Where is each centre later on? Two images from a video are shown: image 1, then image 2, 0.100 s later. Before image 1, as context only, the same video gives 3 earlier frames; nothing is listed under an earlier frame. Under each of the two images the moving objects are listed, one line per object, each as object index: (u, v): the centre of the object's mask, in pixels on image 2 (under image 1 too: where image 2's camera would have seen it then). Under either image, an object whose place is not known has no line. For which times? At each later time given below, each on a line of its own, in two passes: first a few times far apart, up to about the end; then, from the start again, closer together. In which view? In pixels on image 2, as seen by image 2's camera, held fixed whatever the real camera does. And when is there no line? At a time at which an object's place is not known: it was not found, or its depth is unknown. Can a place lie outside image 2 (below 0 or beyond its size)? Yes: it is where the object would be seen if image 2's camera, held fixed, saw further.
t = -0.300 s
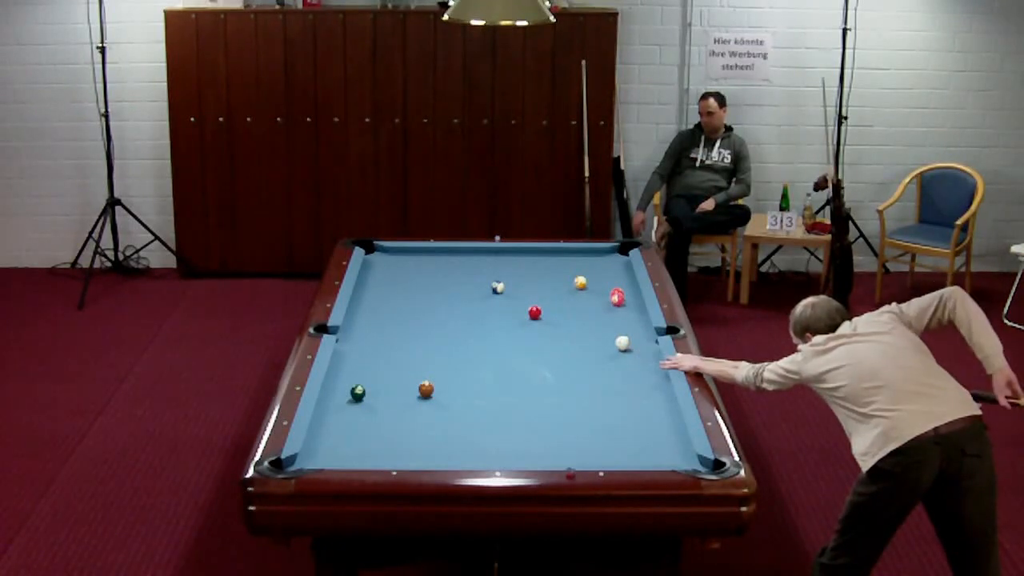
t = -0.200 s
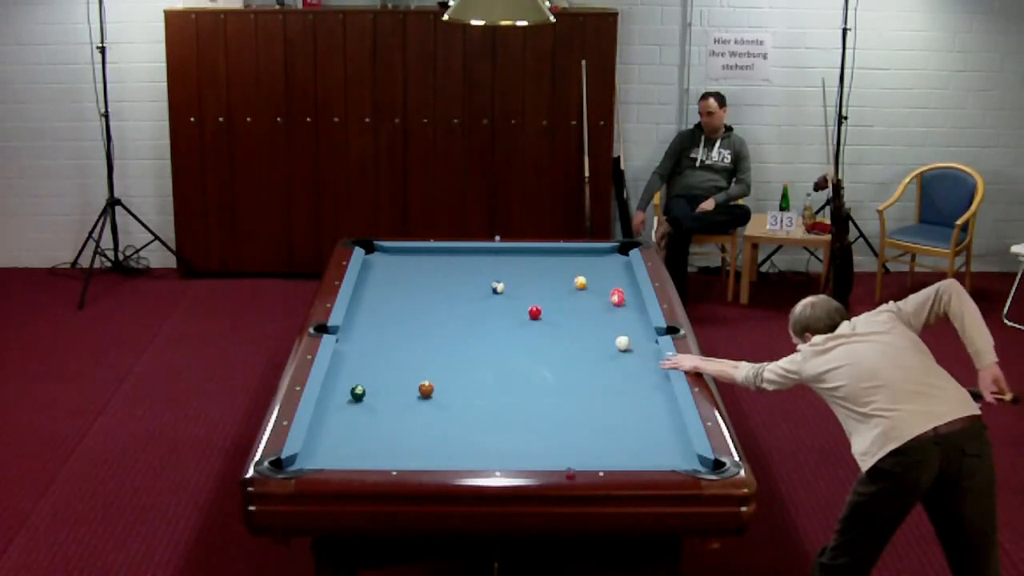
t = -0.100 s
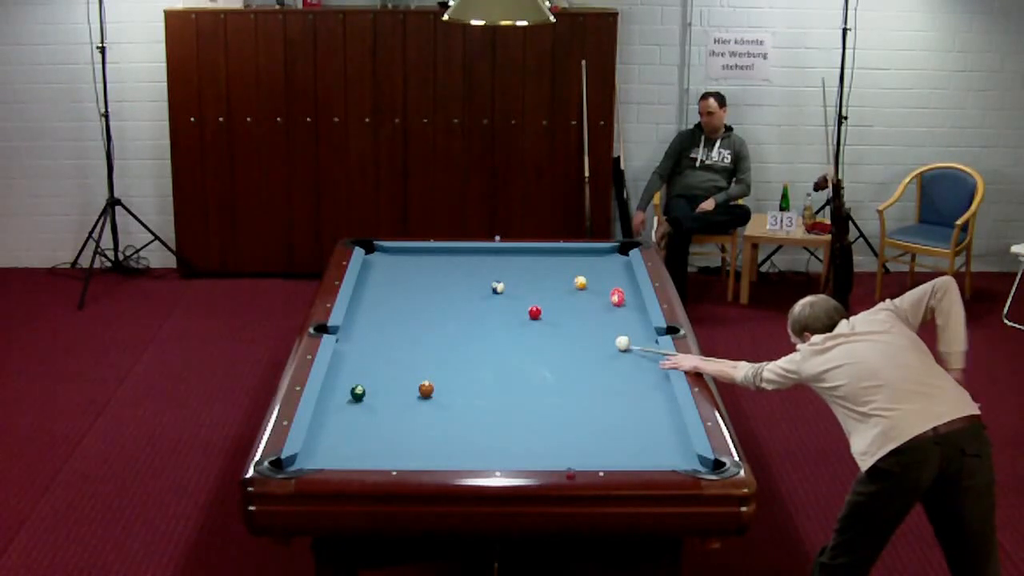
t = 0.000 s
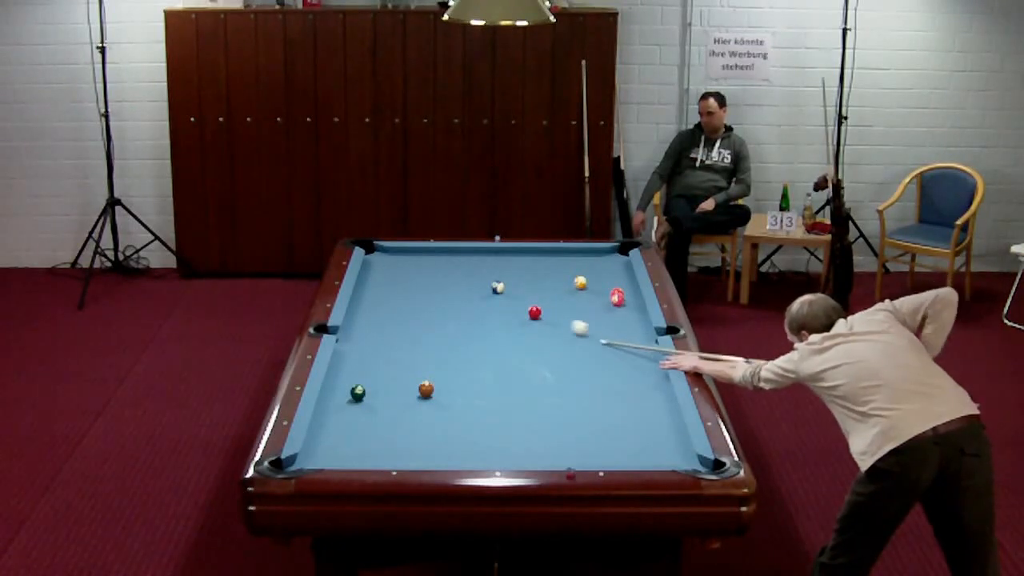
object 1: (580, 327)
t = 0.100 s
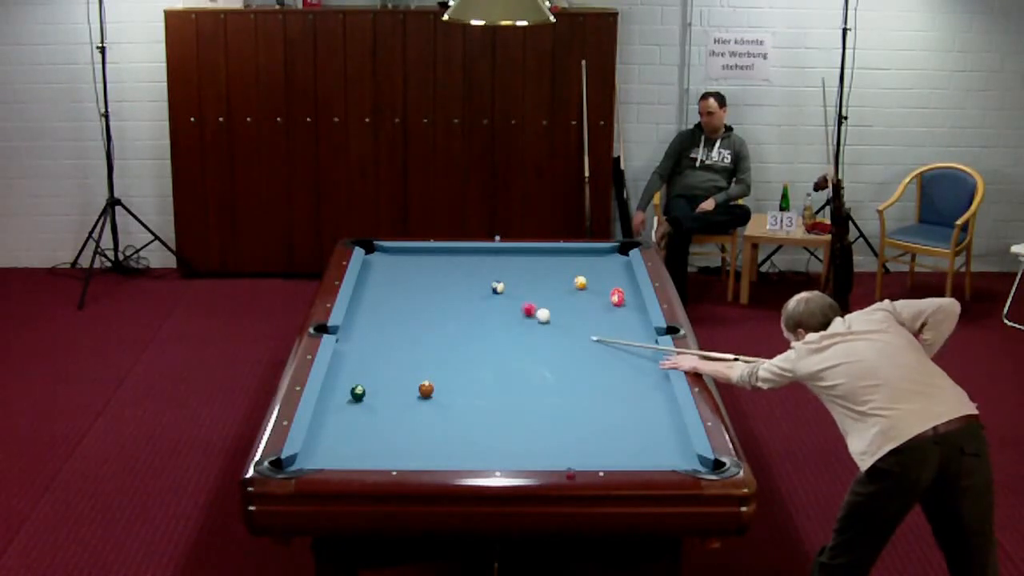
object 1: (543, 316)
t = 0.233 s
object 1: (543, 317)
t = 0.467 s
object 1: (544, 319)
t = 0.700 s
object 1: (544, 321)
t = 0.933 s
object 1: (545, 323)
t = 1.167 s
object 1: (545, 324)
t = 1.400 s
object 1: (546, 325)
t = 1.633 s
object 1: (546, 326)
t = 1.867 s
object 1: (546, 326)
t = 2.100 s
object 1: (547, 326)
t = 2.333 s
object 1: (545, 325)
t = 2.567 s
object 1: (548, 323)
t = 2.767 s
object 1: (546, 325)
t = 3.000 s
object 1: (547, 326)
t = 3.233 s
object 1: (547, 326)
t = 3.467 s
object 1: (547, 326)
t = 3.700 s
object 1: (546, 326)
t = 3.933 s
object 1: (546, 326)
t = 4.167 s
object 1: (546, 326)
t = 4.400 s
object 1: (546, 326)
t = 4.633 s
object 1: (546, 326)
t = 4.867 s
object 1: (546, 326)
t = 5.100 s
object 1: (546, 326)
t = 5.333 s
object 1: (546, 326)
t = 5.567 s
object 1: (546, 326)
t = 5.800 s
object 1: (547, 326)
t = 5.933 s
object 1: (546, 326)
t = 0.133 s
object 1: (543, 316)
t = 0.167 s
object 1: (543, 316)
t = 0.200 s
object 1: (543, 317)
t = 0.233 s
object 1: (543, 317)
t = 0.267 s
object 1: (543, 317)
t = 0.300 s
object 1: (543, 318)
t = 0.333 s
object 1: (543, 318)
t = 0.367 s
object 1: (543, 318)
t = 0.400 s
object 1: (543, 318)
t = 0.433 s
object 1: (544, 319)
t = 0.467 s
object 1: (544, 319)
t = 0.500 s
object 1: (544, 319)
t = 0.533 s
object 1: (544, 320)
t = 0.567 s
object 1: (544, 320)
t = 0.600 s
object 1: (544, 320)
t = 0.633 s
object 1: (544, 321)
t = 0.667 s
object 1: (544, 321)
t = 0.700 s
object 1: (544, 321)
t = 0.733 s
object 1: (544, 321)
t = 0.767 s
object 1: (544, 321)
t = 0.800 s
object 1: (545, 322)
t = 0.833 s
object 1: (545, 322)
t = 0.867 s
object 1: (545, 322)
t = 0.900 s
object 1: (545, 322)
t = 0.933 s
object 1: (545, 323)
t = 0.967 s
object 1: (545, 323)
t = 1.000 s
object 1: (545, 323)
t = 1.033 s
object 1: (545, 323)
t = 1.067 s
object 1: (545, 323)
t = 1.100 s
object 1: (545, 324)
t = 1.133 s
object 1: (545, 324)
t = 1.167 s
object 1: (545, 324)
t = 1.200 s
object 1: (545, 324)
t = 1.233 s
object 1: (545, 324)
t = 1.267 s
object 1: (545, 324)
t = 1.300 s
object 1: (546, 324)
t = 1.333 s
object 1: (546, 325)
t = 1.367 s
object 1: (546, 325)
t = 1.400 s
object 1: (546, 325)
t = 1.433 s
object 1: (546, 325)
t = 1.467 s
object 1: (546, 325)
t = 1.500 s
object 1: (546, 325)
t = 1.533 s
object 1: (546, 325)
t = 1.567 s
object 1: (546, 325)
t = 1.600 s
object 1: (546, 326)
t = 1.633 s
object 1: (546, 326)
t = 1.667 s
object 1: (546, 326)
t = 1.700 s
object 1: (546, 326)
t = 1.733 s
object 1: (546, 326)
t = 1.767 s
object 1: (546, 326)
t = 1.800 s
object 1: (546, 326)
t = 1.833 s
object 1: (546, 326)
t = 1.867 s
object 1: (546, 326)
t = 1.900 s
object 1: (546, 326)
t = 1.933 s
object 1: (546, 326)
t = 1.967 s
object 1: (546, 326)
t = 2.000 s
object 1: (546, 326)
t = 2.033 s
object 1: (546, 326)
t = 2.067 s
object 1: (547, 326)
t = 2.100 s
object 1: (547, 326)
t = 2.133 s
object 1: (546, 326)
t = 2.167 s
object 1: (547, 326)
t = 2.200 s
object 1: (546, 326)
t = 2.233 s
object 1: (546, 326)
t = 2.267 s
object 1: (546, 326)
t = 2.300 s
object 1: (546, 326)
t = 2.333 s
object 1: (545, 325)
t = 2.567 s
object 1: (548, 323)
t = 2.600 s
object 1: (547, 326)
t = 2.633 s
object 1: (546, 326)
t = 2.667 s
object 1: (546, 326)
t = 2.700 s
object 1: (546, 326)
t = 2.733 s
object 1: (546, 326)
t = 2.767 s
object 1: (546, 325)
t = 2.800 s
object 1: (546, 326)
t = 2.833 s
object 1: (546, 326)
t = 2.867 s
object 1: (547, 326)
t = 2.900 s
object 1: (547, 326)
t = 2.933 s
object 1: (547, 326)
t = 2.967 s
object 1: (547, 326)
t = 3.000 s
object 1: (547, 326)
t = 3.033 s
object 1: (546, 326)
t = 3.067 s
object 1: (547, 326)
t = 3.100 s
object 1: (546, 326)
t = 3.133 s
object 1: (546, 326)
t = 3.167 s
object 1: (546, 326)
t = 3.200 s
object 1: (546, 326)
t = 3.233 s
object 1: (547, 326)
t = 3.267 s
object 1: (547, 326)
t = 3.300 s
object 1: (546, 326)
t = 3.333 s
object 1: (546, 326)
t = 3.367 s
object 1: (546, 326)
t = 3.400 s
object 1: (547, 326)
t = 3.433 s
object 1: (547, 326)
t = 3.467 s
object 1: (547, 326)
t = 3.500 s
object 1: (547, 326)
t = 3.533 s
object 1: (547, 326)
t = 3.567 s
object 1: (547, 326)
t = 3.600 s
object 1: (547, 326)
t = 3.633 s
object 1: (546, 326)
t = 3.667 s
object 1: (546, 326)
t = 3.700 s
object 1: (546, 326)
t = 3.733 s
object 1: (546, 326)
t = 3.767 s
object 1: (546, 326)
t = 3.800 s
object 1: (546, 326)
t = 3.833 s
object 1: (546, 326)
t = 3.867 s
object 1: (546, 326)
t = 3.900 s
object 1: (546, 326)
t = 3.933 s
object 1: (546, 326)
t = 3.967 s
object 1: (546, 326)
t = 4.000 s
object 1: (546, 326)
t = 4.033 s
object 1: (546, 326)
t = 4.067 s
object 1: (546, 326)
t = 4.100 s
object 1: (546, 326)
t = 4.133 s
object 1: (546, 326)
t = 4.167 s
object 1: (546, 326)
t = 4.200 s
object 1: (546, 326)
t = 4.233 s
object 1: (546, 326)
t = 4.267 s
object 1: (546, 326)
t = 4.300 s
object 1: (546, 326)
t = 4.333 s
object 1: (546, 326)
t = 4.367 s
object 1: (546, 326)
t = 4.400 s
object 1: (546, 326)
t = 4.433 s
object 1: (546, 326)
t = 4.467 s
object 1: (546, 326)
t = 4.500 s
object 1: (546, 326)
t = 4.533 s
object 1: (546, 326)
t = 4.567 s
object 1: (546, 326)
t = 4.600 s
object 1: (546, 326)
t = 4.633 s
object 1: (546, 326)
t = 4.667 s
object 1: (546, 326)
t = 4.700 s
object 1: (546, 326)
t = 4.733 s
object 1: (546, 326)
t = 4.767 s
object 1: (546, 326)
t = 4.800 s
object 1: (546, 326)
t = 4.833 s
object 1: (546, 326)
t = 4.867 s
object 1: (546, 326)
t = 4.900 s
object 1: (547, 326)
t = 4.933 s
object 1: (547, 326)
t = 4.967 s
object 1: (547, 326)
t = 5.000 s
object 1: (546, 326)
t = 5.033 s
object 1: (546, 326)
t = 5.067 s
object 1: (546, 326)
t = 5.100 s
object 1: (546, 326)
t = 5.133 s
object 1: (546, 326)
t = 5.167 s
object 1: (546, 326)
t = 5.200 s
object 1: (546, 326)
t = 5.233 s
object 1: (546, 326)
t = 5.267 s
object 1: (546, 326)
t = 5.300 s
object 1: (546, 326)
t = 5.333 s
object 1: (546, 326)
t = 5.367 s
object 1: (546, 326)
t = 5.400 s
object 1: (546, 326)
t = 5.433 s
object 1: (546, 326)
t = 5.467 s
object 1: (546, 326)
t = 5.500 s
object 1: (546, 326)
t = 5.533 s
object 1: (546, 326)
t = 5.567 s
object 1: (546, 326)
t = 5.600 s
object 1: (546, 326)
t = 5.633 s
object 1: (546, 326)
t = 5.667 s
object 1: (546, 326)
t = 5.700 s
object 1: (546, 326)
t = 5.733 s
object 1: (546, 326)
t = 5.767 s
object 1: (547, 326)
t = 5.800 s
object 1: (547, 326)
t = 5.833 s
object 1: (546, 326)
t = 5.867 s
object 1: (546, 326)
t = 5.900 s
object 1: (546, 326)
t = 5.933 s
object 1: (546, 326)
